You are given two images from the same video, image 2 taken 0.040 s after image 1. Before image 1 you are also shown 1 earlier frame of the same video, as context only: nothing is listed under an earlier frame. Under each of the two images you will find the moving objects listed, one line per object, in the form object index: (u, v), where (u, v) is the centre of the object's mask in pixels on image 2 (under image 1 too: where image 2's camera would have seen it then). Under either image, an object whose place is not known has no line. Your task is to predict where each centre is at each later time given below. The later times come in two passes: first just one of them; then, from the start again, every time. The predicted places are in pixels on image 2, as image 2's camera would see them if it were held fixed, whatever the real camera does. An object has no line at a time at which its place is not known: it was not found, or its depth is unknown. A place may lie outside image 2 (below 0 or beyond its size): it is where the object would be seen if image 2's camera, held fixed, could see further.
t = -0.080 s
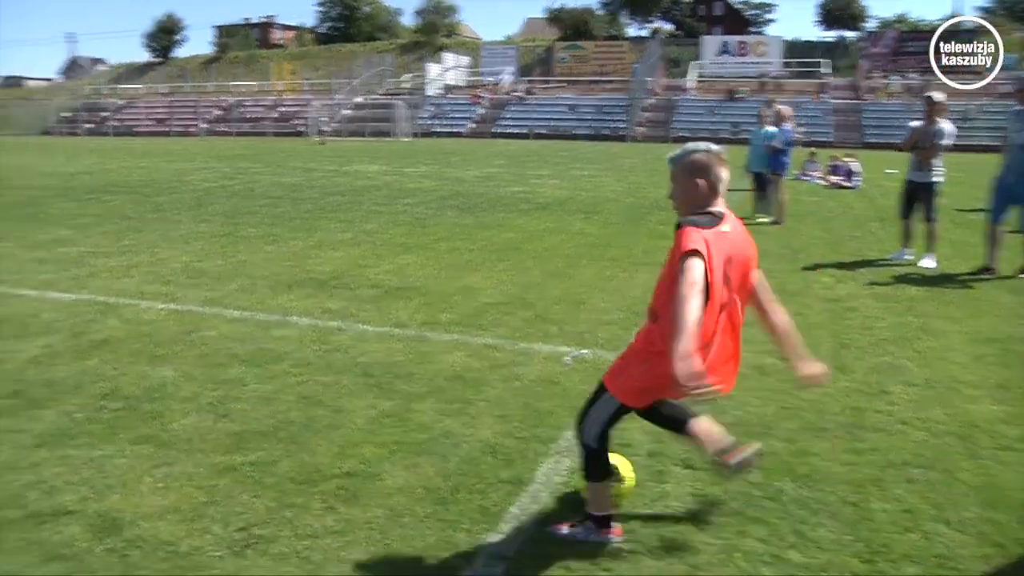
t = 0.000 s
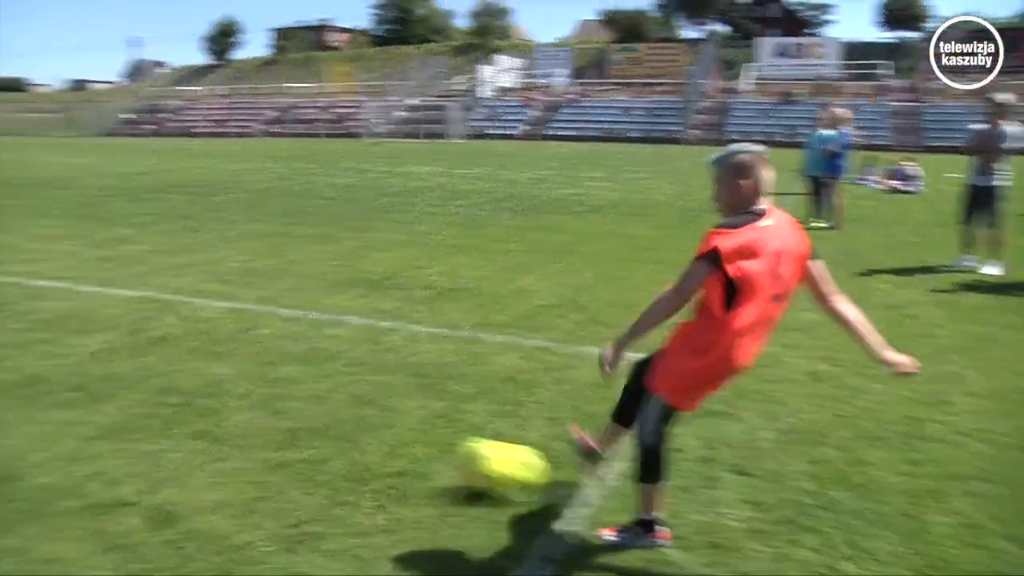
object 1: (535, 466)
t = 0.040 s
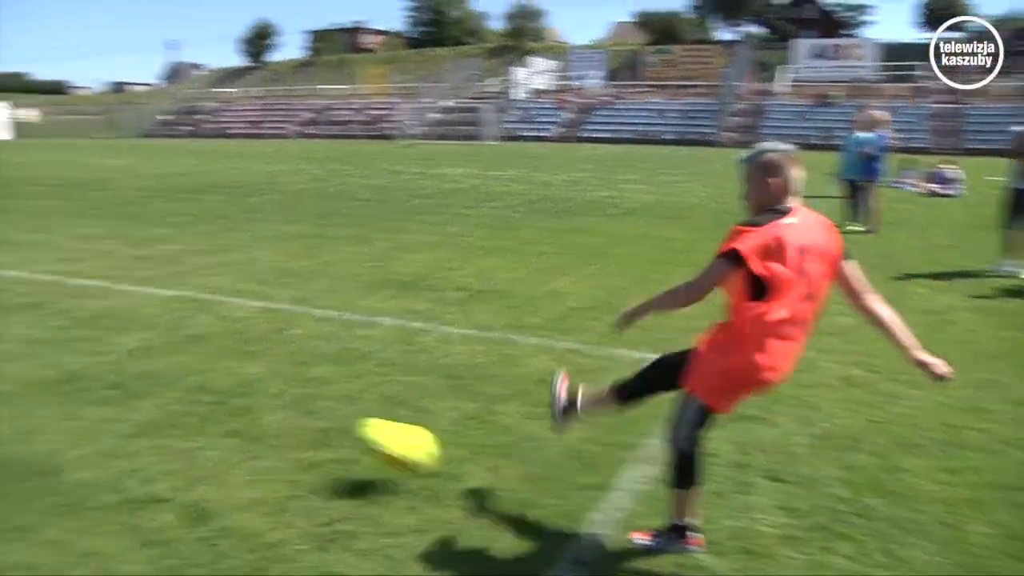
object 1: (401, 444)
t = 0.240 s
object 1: (-171, 400)
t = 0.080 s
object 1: (266, 424)
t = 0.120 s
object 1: (148, 410)
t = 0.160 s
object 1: (29, 404)
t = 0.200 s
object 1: (-73, 400)
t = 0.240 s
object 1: (-171, 400)
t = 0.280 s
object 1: (-258, 405)
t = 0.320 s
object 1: (-333, 399)
